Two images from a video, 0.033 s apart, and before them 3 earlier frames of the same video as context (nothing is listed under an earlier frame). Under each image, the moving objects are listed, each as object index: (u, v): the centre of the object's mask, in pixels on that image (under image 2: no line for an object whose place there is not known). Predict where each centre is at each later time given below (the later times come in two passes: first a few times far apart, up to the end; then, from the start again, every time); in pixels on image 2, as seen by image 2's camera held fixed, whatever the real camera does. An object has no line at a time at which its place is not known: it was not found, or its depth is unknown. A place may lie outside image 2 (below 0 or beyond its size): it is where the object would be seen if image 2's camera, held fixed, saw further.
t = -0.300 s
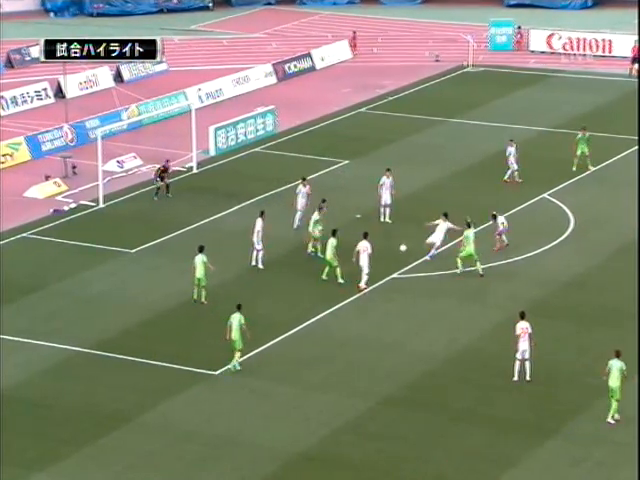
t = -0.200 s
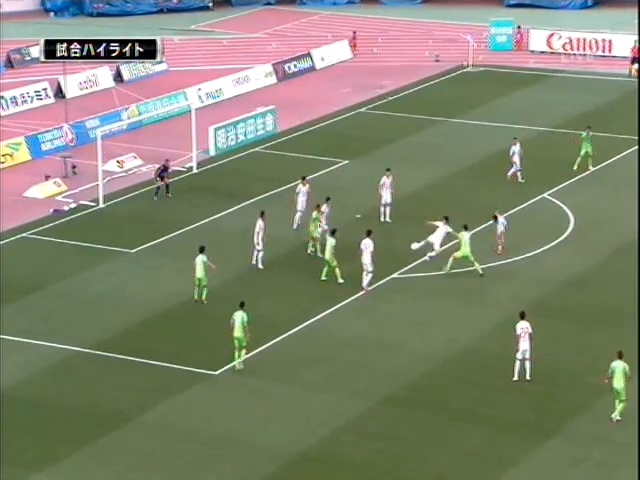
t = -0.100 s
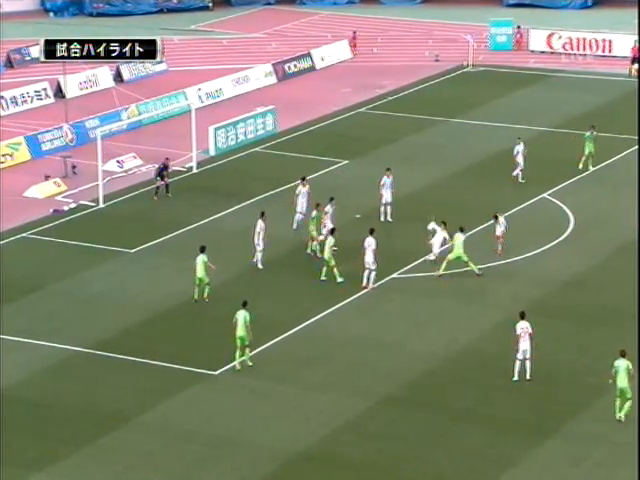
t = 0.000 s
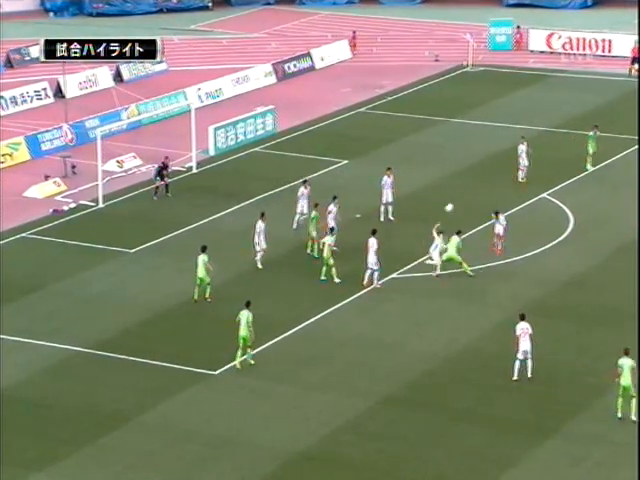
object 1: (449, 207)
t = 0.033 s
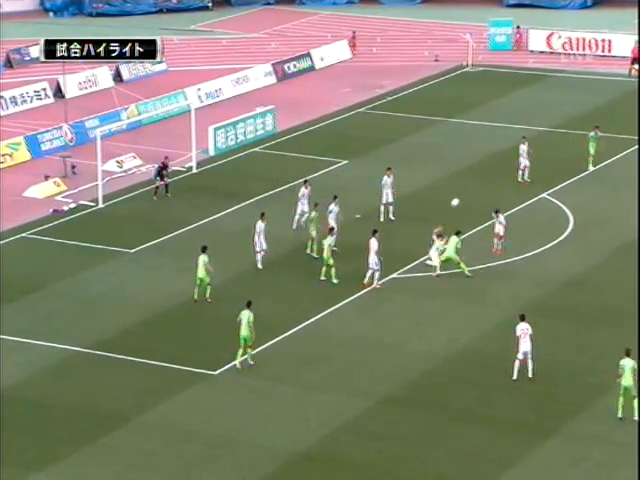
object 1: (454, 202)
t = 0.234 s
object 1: (493, 173)
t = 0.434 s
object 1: (533, 152)
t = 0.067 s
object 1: (461, 197)
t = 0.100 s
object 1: (467, 191)
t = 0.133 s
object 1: (474, 186)
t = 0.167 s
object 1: (480, 182)
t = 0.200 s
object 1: (487, 177)
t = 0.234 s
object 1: (493, 173)
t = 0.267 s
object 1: (500, 168)
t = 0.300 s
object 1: (506, 165)
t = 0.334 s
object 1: (513, 161)
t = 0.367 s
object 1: (520, 158)
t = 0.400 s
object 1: (527, 155)
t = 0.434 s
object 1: (533, 152)
